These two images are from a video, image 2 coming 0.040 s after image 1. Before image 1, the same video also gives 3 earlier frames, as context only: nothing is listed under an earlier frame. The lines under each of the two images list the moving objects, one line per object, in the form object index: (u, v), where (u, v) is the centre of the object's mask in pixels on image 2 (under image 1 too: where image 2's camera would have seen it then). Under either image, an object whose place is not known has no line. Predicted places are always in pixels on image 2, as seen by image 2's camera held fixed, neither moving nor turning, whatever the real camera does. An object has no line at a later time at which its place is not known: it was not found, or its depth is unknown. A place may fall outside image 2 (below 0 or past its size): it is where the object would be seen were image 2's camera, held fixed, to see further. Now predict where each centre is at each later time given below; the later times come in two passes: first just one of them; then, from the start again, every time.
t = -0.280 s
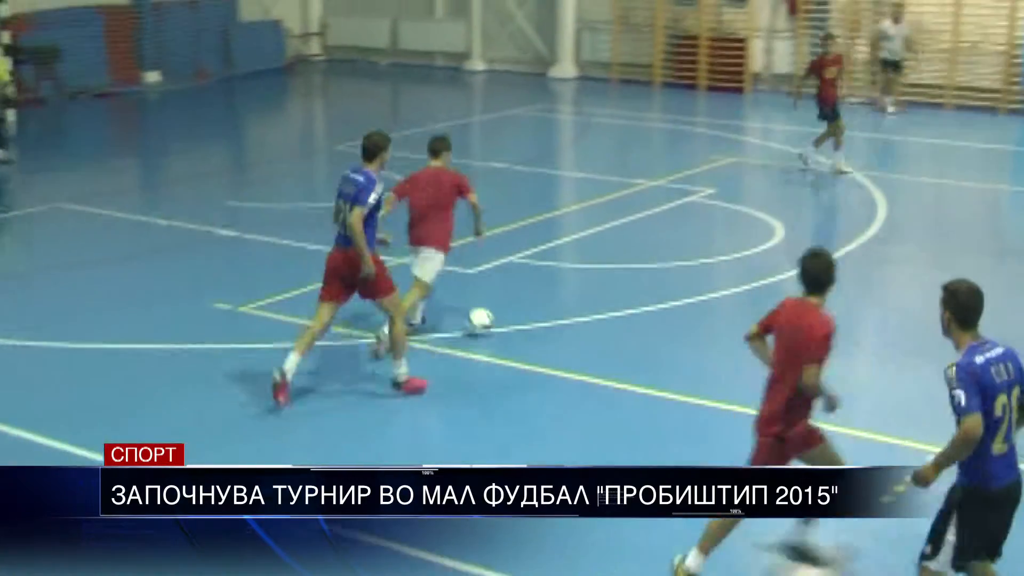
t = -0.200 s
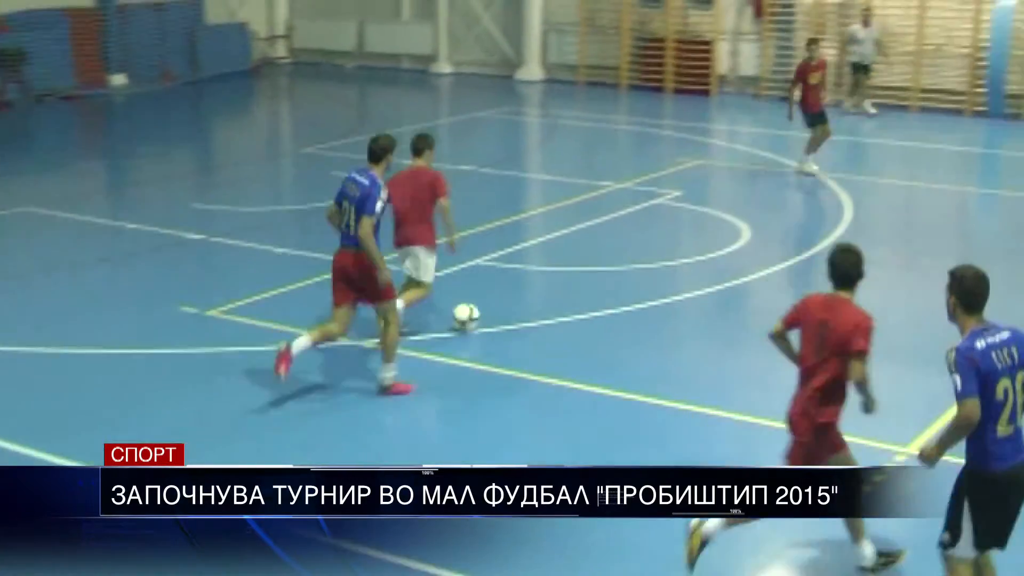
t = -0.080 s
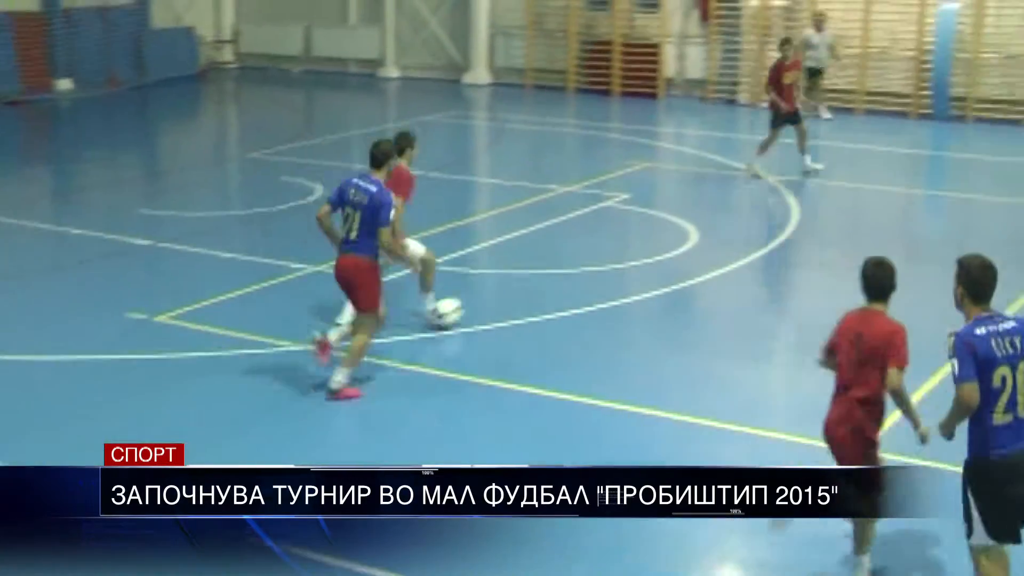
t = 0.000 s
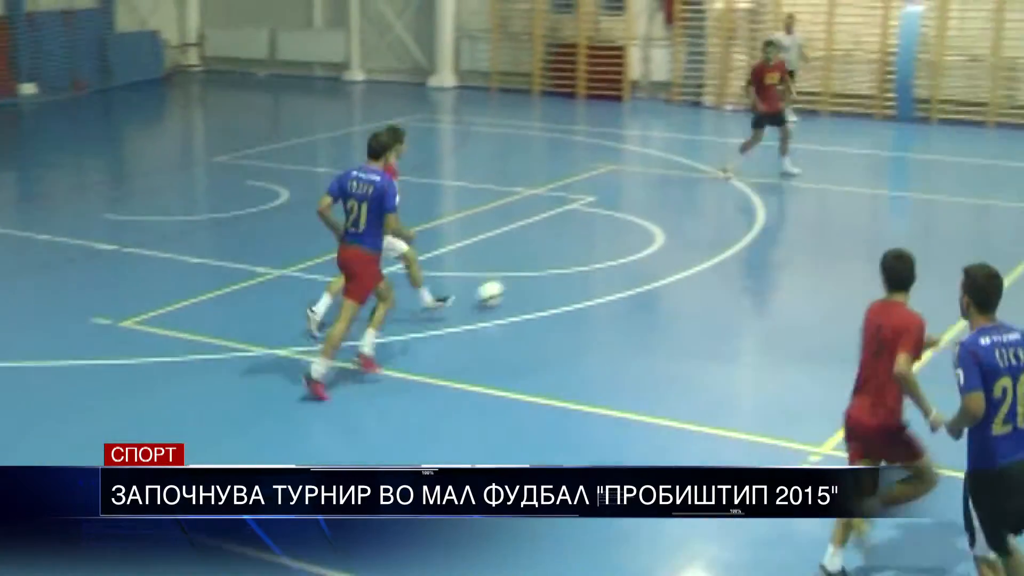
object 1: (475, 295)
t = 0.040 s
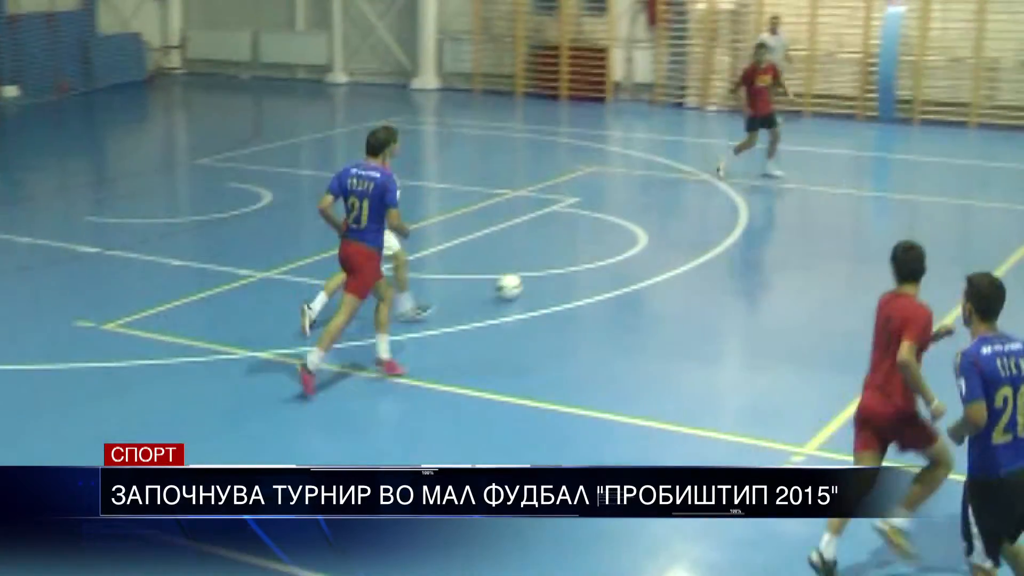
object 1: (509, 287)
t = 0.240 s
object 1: (644, 248)
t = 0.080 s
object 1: (540, 278)
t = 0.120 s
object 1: (566, 270)
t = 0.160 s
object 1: (594, 261)
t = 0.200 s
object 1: (619, 254)
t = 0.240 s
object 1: (644, 248)
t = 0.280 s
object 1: (666, 242)
